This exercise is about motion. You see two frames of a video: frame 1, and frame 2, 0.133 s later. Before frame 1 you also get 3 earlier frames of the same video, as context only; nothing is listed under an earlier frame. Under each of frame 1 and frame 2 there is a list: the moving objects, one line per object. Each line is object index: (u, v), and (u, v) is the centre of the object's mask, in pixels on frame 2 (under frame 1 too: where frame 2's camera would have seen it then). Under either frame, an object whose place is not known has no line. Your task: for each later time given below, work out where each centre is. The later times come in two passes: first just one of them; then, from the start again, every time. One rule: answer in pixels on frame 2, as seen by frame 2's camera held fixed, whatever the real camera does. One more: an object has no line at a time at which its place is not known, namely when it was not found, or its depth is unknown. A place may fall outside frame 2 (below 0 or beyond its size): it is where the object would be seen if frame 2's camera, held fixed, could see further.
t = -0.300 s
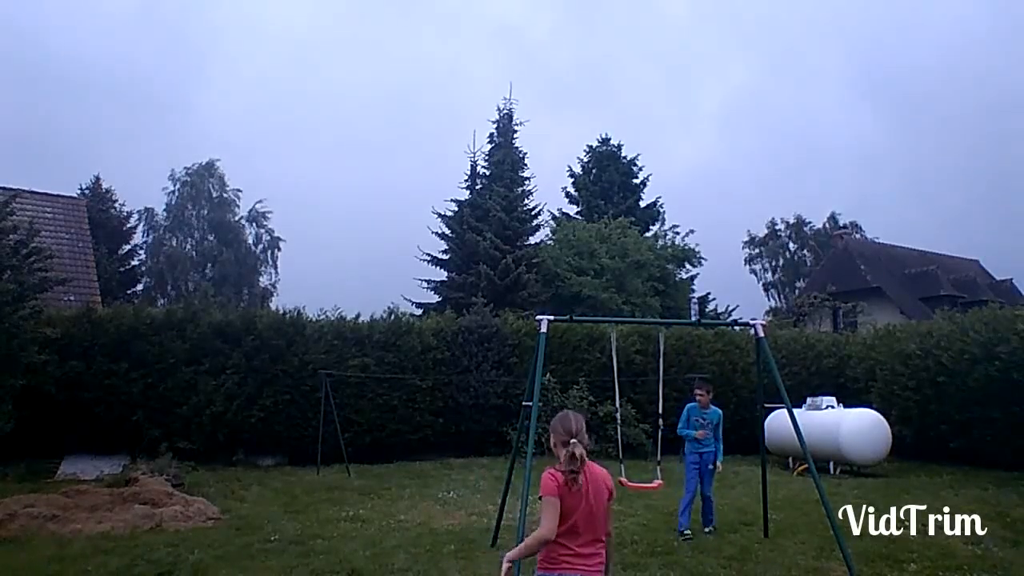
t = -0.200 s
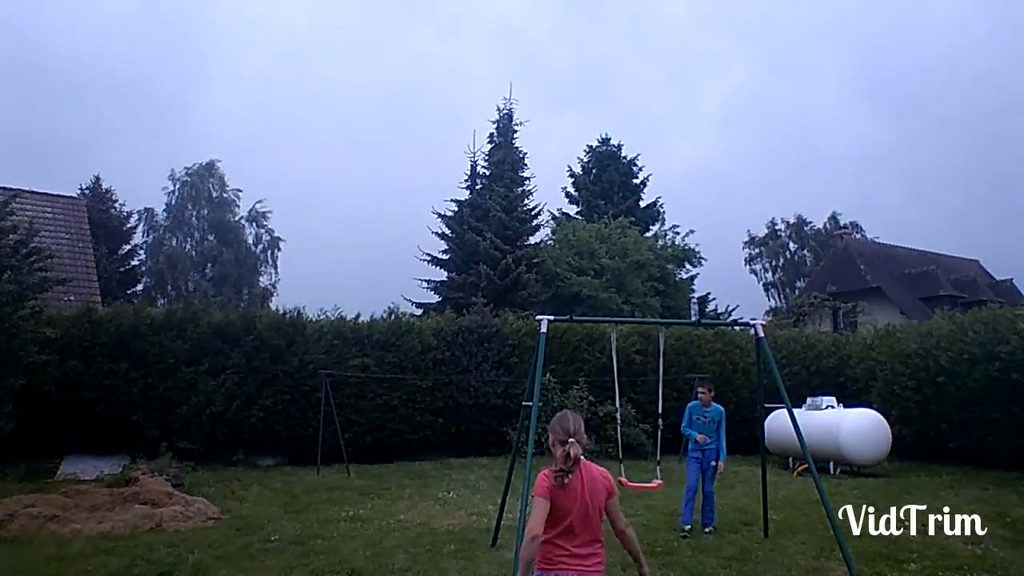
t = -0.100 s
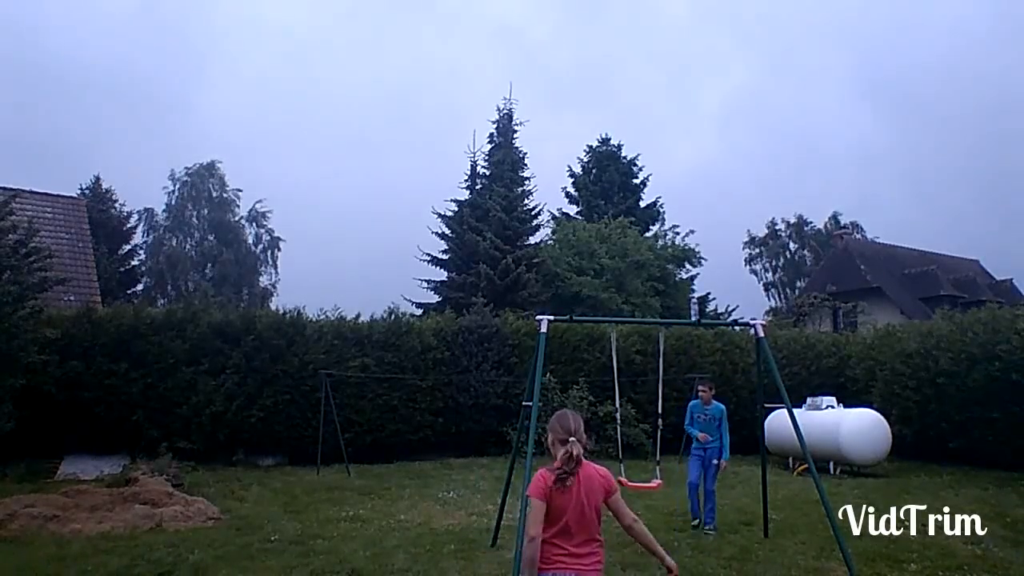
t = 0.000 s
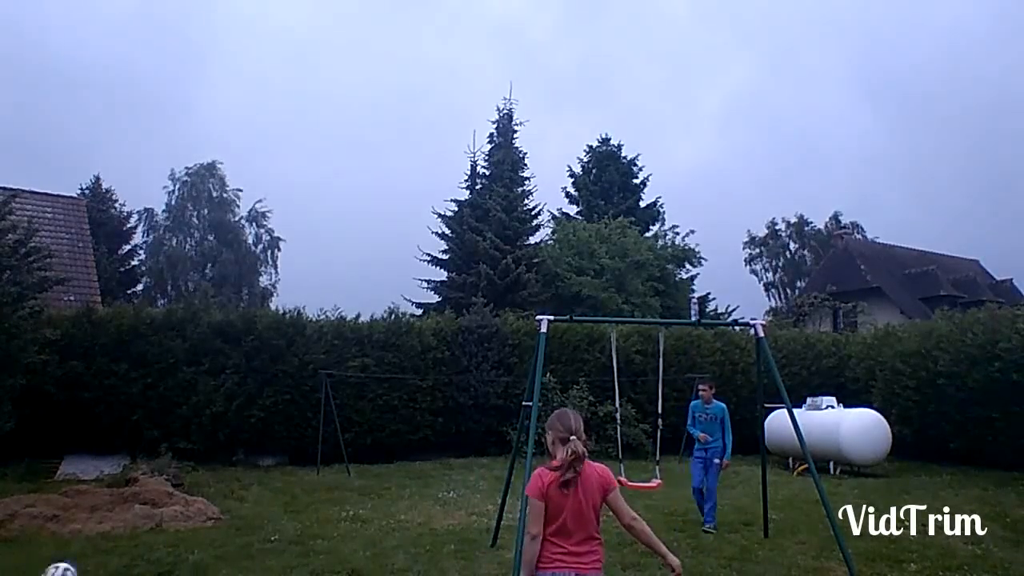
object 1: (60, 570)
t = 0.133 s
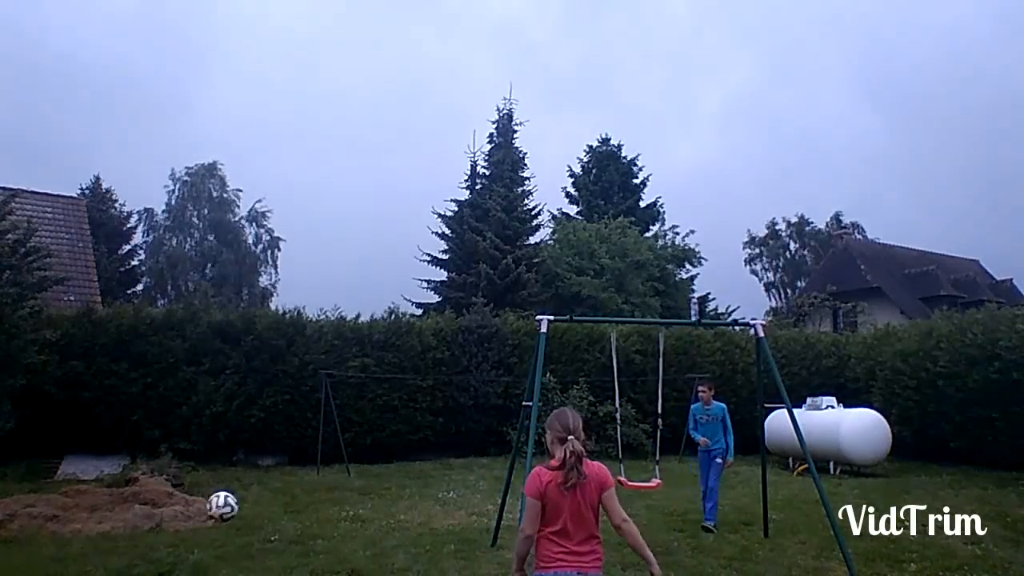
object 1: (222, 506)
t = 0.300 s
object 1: (392, 463)
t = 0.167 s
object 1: (258, 494)
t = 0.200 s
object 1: (293, 483)
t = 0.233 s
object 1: (328, 475)
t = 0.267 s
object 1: (360, 468)
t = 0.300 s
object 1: (392, 463)
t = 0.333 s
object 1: (422, 459)
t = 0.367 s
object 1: (452, 458)
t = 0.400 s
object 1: (480, 457)
